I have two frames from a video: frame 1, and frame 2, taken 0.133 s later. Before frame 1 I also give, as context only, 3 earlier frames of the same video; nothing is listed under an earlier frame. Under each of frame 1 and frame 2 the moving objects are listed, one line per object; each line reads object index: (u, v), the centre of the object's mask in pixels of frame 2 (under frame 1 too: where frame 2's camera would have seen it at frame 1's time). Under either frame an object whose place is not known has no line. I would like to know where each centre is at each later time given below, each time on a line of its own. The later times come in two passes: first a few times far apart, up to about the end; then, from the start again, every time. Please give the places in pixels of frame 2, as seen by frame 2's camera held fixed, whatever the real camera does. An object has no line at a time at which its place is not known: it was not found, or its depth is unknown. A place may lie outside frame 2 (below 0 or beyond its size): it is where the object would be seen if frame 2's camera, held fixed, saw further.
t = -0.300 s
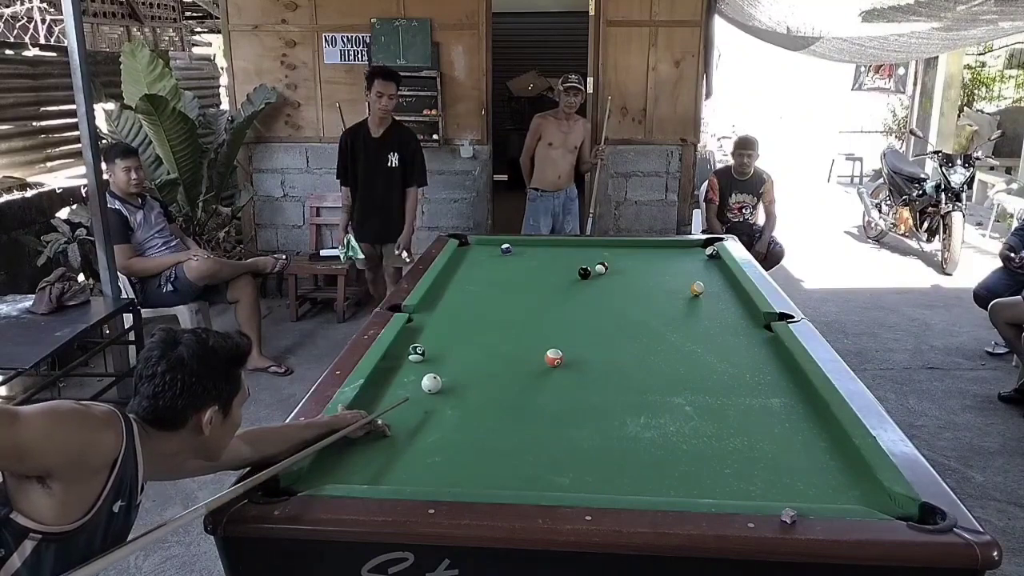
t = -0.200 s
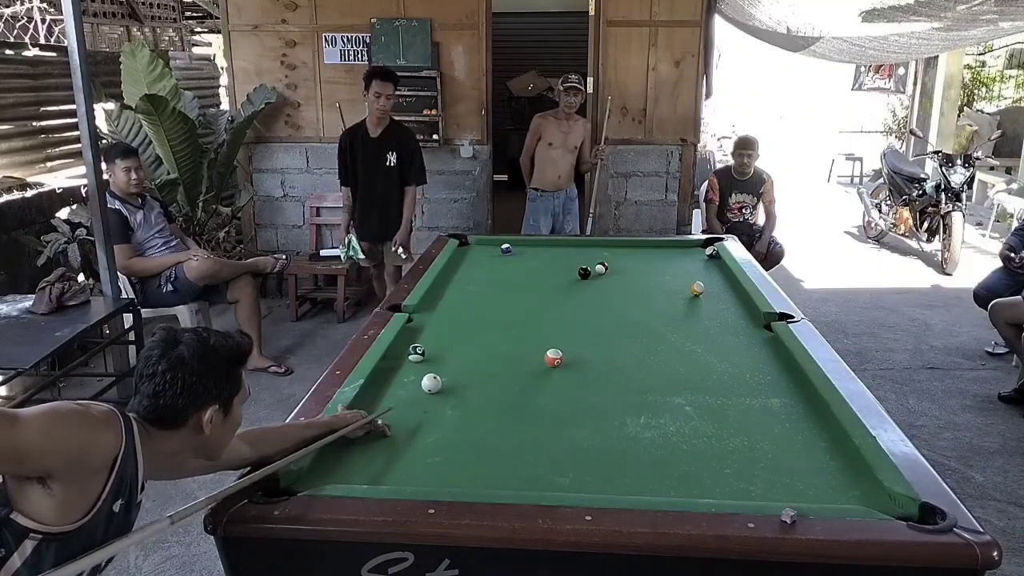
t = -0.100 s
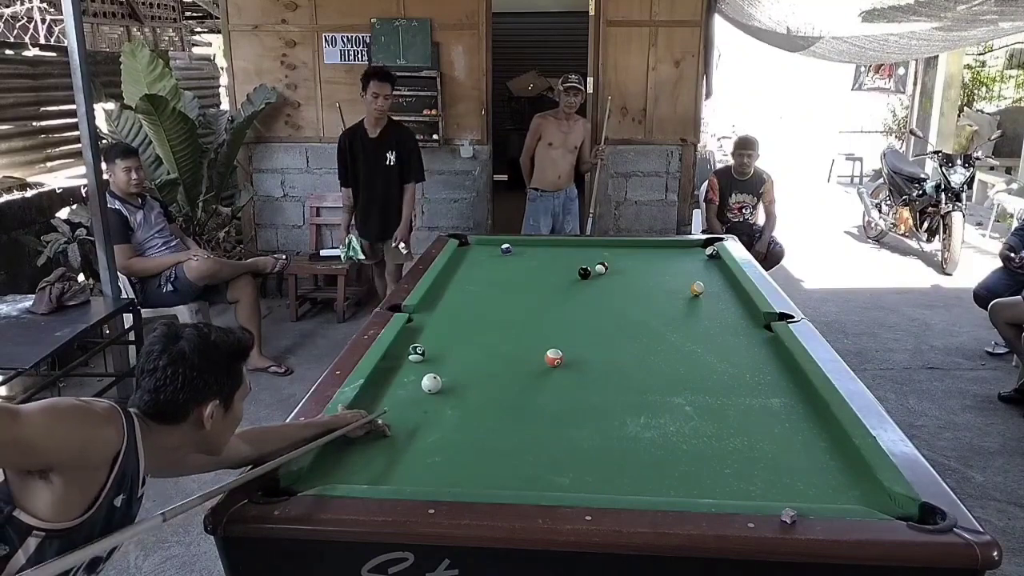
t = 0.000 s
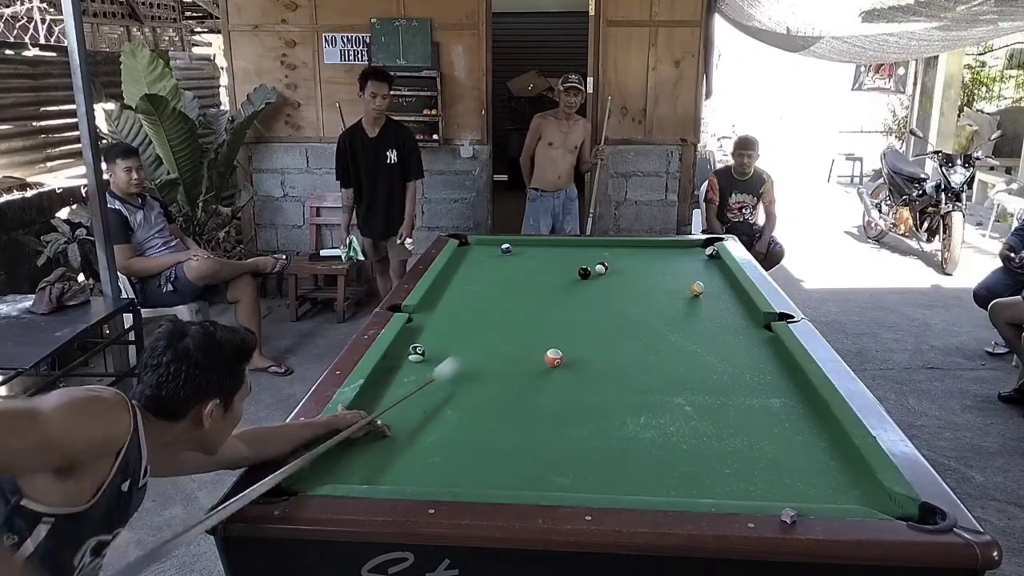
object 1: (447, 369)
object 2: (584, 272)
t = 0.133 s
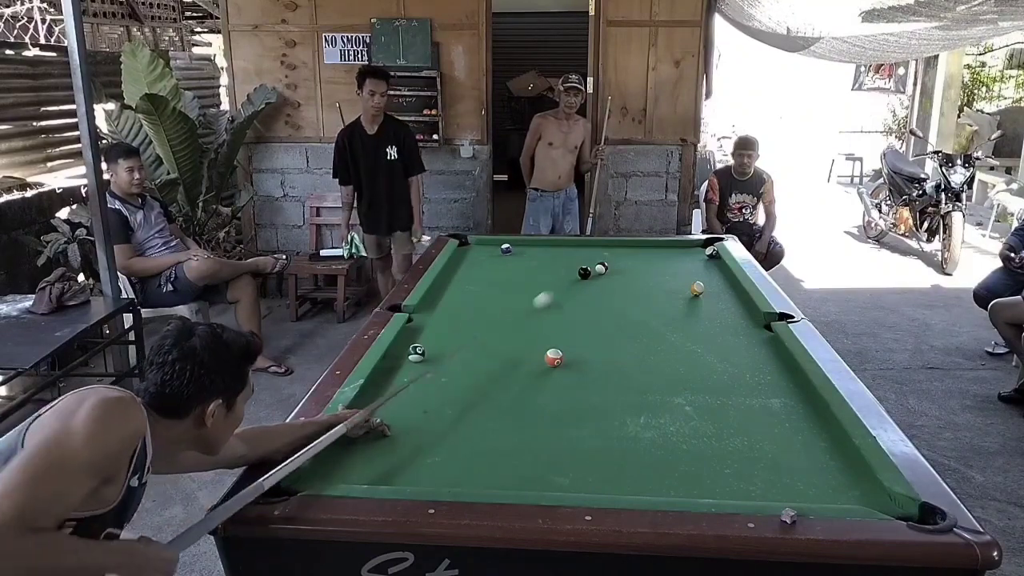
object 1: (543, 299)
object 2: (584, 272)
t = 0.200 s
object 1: (575, 275)
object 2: (586, 272)
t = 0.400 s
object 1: (535, 262)
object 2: (567, 258)
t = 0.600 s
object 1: (520, 248)
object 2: (549, 251)
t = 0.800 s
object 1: (519, 243)
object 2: (540, 245)
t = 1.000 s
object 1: (493, 243)
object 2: (554, 243)
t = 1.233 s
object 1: (488, 243)
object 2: (567, 242)
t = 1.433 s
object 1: (489, 243)
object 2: (574, 243)
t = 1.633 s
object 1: (489, 243)
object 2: (579, 244)
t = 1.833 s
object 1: (489, 243)
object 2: (584, 244)
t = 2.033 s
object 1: (489, 243)
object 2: (588, 244)
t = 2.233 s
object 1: (489, 243)
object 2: (591, 245)
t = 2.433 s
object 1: (489, 243)
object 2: (594, 245)
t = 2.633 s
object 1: (489, 243)
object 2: (597, 245)
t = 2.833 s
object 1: (489, 243)
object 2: (598, 246)
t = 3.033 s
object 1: (489, 243)
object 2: (600, 246)
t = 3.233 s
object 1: (489, 243)
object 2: (600, 246)
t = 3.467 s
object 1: (489, 243)
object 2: (600, 246)
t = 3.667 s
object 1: (489, 243)
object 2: (600, 246)
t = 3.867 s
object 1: (489, 243)
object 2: (600, 246)
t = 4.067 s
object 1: (489, 244)
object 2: (600, 246)
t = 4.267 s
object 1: (489, 244)
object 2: (600, 246)
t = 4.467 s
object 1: (489, 244)
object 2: (600, 246)
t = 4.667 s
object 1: (489, 243)
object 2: (600, 246)
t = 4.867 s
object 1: (489, 243)
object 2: (600, 246)
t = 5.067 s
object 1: (489, 244)
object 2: (600, 246)
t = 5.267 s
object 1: (489, 244)
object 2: (600, 246)
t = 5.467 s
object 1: (489, 244)
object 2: (600, 246)
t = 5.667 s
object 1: (489, 243)
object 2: (600, 246)
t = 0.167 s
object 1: (560, 287)
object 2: (584, 272)
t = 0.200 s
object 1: (575, 275)
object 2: (586, 272)
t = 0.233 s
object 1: (570, 271)
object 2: (589, 266)
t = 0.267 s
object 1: (562, 270)
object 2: (584, 262)
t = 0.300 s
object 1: (554, 268)
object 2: (579, 262)
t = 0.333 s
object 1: (547, 266)
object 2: (574, 262)
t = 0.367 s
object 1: (541, 264)
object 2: (570, 259)
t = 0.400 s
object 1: (535, 262)
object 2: (567, 258)
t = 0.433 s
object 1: (530, 260)
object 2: (564, 257)
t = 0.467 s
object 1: (526, 257)
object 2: (560, 256)
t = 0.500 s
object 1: (522, 255)
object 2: (557, 255)
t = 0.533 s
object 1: (519, 252)
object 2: (554, 253)
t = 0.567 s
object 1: (517, 250)
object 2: (551, 252)
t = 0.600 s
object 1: (520, 248)
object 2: (549, 251)
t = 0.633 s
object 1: (522, 246)
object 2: (546, 249)
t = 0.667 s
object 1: (524, 244)
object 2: (543, 248)
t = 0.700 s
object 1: (526, 242)
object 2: (539, 246)
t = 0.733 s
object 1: (527, 242)
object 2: (538, 245)
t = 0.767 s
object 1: (524, 243)
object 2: (537, 244)
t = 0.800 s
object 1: (519, 243)
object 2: (540, 245)
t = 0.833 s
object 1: (514, 243)
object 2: (543, 245)
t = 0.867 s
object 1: (510, 243)
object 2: (546, 244)
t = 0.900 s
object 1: (505, 243)
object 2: (548, 244)
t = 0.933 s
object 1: (501, 243)
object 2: (551, 244)
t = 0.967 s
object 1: (497, 243)
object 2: (553, 244)
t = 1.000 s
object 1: (493, 243)
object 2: (554, 243)
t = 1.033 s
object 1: (489, 243)
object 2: (557, 243)
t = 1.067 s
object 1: (485, 243)
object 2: (559, 243)
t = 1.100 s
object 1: (486, 243)
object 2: (561, 243)
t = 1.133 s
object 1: (487, 243)
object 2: (564, 242)
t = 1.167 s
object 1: (487, 243)
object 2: (565, 242)
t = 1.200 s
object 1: (488, 243)
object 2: (567, 242)
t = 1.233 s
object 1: (488, 243)
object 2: (567, 242)
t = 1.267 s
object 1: (488, 243)
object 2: (569, 242)
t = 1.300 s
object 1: (488, 243)
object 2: (570, 242)
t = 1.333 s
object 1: (489, 243)
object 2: (571, 242)
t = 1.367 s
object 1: (489, 243)
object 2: (572, 243)
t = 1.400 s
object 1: (489, 243)
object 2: (573, 243)
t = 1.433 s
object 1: (489, 243)
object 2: (574, 243)
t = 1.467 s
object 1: (489, 243)
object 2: (575, 243)
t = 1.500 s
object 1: (489, 243)
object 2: (575, 243)
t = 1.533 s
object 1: (489, 243)
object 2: (576, 243)
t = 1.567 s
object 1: (489, 243)
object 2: (577, 244)
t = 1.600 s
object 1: (489, 243)
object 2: (578, 243)
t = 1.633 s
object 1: (489, 243)
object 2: (579, 244)
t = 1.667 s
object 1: (489, 243)
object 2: (580, 244)
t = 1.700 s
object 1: (489, 243)
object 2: (580, 244)
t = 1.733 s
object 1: (489, 243)
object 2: (581, 244)
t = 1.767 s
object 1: (489, 243)
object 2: (582, 244)
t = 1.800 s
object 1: (489, 243)
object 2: (583, 244)
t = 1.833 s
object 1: (489, 243)
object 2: (584, 244)
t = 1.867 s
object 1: (489, 243)
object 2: (584, 244)
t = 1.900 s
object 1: (489, 243)
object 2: (585, 244)
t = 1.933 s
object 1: (489, 243)
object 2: (586, 244)
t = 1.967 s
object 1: (489, 243)
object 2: (586, 244)
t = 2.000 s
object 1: (489, 243)
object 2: (587, 244)
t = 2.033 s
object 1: (489, 243)
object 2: (588, 244)
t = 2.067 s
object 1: (489, 243)
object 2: (588, 244)
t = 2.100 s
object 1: (489, 243)
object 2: (589, 244)
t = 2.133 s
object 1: (489, 243)
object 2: (590, 245)
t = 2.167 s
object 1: (489, 243)
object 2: (590, 245)
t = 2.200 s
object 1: (489, 243)
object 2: (591, 245)
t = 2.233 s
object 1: (489, 243)
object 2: (591, 245)
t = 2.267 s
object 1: (489, 243)
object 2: (592, 245)
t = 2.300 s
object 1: (489, 243)
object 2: (592, 245)
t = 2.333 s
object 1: (489, 243)
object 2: (593, 245)
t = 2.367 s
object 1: (489, 243)
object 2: (594, 245)
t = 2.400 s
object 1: (489, 243)
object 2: (594, 245)
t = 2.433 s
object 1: (489, 243)
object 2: (594, 245)
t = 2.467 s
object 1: (489, 243)
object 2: (595, 245)
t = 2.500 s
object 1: (489, 243)
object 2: (595, 245)
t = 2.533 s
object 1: (489, 243)
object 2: (595, 245)
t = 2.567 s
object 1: (489, 243)
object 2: (596, 245)
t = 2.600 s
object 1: (489, 243)
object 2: (596, 245)
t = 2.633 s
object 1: (489, 243)
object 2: (597, 245)
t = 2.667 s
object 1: (489, 243)
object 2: (597, 245)
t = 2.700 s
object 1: (489, 243)
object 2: (598, 246)
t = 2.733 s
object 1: (489, 243)
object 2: (598, 245)
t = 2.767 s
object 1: (489, 243)
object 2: (598, 246)
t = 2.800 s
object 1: (489, 243)
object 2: (598, 246)
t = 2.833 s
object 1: (489, 243)
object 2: (598, 246)
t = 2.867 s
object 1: (489, 243)
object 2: (598, 246)
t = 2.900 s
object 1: (489, 243)
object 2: (599, 246)
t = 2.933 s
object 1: (489, 243)
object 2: (599, 246)
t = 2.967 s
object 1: (489, 243)
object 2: (599, 246)
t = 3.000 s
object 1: (489, 243)
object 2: (600, 246)
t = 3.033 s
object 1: (489, 243)
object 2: (600, 246)
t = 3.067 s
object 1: (489, 243)
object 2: (600, 246)
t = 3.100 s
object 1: (489, 243)
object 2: (600, 246)
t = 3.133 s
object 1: (489, 243)
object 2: (600, 246)
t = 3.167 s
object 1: (489, 243)
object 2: (600, 246)
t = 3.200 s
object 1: (489, 243)
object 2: (600, 246)
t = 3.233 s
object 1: (489, 243)
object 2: (600, 246)
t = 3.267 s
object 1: (489, 243)
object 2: (600, 246)
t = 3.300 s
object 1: (489, 243)
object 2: (600, 246)
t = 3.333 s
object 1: (489, 243)
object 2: (600, 246)
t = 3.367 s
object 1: (489, 243)
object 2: (600, 246)
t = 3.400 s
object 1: (489, 243)
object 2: (600, 246)
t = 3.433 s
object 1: (489, 243)
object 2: (600, 246)
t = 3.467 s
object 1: (489, 243)
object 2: (600, 246)
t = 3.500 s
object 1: (489, 243)
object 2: (600, 246)
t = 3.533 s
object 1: (489, 243)
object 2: (600, 246)
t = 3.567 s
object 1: (489, 243)
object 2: (600, 246)
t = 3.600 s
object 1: (489, 243)
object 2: (600, 246)
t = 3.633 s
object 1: (489, 243)
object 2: (600, 246)
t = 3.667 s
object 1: (489, 243)
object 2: (600, 246)
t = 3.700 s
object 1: (489, 243)
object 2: (600, 246)
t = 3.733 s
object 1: (489, 243)
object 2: (600, 246)
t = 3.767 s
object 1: (489, 243)
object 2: (600, 246)
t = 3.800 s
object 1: (489, 243)
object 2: (600, 246)
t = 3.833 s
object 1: (489, 244)
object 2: (600, 246)
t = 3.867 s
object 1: (489, 243)
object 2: (600, 246)
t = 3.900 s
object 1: (489, 243)
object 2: (600, 246)
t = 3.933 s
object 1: (489, 243)
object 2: (600, 246)
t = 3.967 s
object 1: (489, 244)
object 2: (600, 246)
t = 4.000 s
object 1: (489, 244)
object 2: (600, 246)
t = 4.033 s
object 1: (489, 244)
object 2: (600, 246)
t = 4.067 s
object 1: (489, 244)
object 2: (600, 246)
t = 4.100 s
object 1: (489, 244)
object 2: (600, 246)
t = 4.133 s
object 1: (489, 244)
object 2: (600, 246)
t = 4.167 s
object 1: (489, 244)
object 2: (600, 246)
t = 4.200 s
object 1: (489, 244)
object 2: (600, 246)
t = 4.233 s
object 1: (489, 244)
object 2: (600, 246)
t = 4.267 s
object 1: (489, 244)
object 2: (600, 246)
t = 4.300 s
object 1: (489, 244)
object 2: (600, 246)
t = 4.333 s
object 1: (489, 244)
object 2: (600, 246)
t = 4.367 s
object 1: (489, 243)
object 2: (600, 246)
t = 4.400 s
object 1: (489, 244)
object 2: (600, 246)
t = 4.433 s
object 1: (489, 244)
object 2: (600, 246)
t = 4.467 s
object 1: (489, 244)
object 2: (600, 246)
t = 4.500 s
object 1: (489, 244)
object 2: (600, 246)
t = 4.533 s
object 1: (489, 244)
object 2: (600, 246)
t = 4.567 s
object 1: (489, 244)
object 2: (600, 246)
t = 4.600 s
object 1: (489, 244)
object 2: (600, 246)
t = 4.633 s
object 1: (489, 243)
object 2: (600, 246)
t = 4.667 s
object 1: (489, 243)
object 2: (600, 246)
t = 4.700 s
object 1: (489, 243)
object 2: (600, 246)
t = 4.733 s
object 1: (489, 243)
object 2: (600, 246)
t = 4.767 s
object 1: (489, 243)
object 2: (600, 246)
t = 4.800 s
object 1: (489, 243)
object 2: (600, 246)
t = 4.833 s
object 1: (489, 243)
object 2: (600, 246)
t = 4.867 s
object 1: (489, 243)
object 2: (600, 246)
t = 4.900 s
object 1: (489, 243)
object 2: (600, 246)
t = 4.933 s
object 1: (489, 243)
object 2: (600, 246)
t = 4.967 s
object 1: (489, 243)
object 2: (600, 246)
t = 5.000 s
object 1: (489, 243)
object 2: (600, 246)
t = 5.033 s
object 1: (489, 244)
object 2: (600, 246)
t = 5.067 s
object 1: (489, 244)
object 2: (600, 246)
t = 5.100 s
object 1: (489, 244)
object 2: (600, 246)
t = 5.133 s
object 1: (489, 244)
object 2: (600, 246)
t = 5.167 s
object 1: (489, 244)
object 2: (600, 246)
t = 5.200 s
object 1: (489, 244)
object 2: (600, 246)
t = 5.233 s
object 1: (489, 244)
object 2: (600, 246)
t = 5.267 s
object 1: (489, 244)
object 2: (600, 246)
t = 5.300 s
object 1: (489, 244)
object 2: (600, 246)
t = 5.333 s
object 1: (489, 244)
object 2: (600, 246)
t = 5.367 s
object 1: (489, 244)
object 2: (600, 246)
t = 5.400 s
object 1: (489, 244)
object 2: (600, 246)
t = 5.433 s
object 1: (489, 244)
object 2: (600, 246)
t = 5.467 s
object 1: (489, 244)
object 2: (600, 246)
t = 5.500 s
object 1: (489, 244)
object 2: (600, 246)
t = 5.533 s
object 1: (489, 244)
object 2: (600, 246)
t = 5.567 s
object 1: (489, 244)
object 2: (600, 246)
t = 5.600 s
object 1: (489, 243)
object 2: (600, 246)
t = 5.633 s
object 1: (489, 243)
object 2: (600, 246)
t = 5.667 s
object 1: (489, 243)
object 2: (600, 246)
